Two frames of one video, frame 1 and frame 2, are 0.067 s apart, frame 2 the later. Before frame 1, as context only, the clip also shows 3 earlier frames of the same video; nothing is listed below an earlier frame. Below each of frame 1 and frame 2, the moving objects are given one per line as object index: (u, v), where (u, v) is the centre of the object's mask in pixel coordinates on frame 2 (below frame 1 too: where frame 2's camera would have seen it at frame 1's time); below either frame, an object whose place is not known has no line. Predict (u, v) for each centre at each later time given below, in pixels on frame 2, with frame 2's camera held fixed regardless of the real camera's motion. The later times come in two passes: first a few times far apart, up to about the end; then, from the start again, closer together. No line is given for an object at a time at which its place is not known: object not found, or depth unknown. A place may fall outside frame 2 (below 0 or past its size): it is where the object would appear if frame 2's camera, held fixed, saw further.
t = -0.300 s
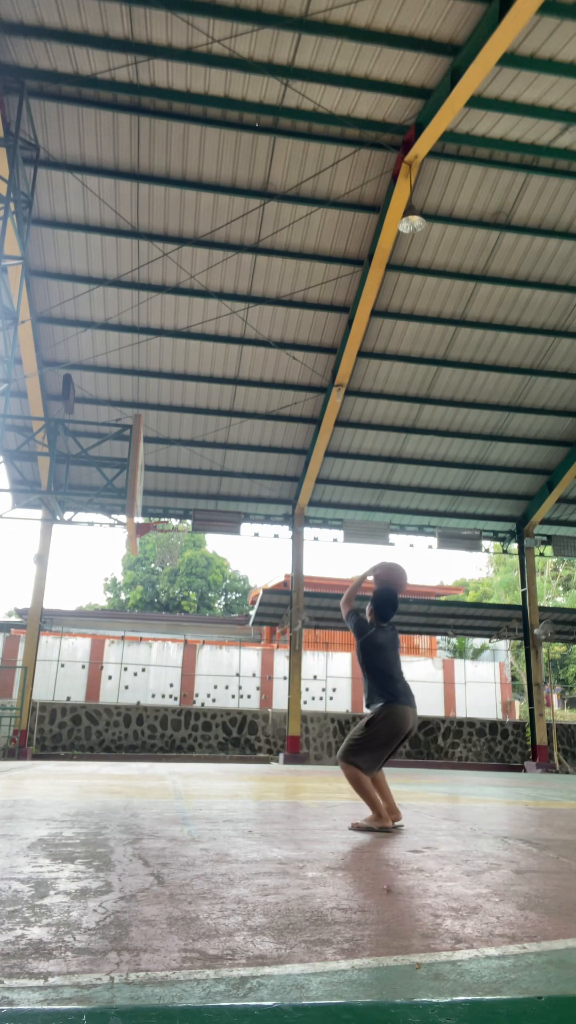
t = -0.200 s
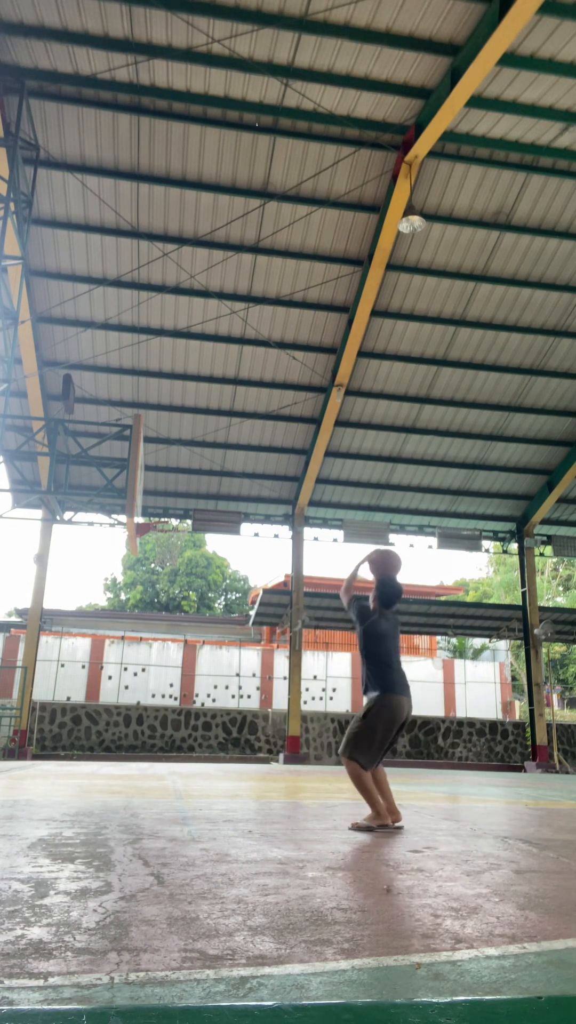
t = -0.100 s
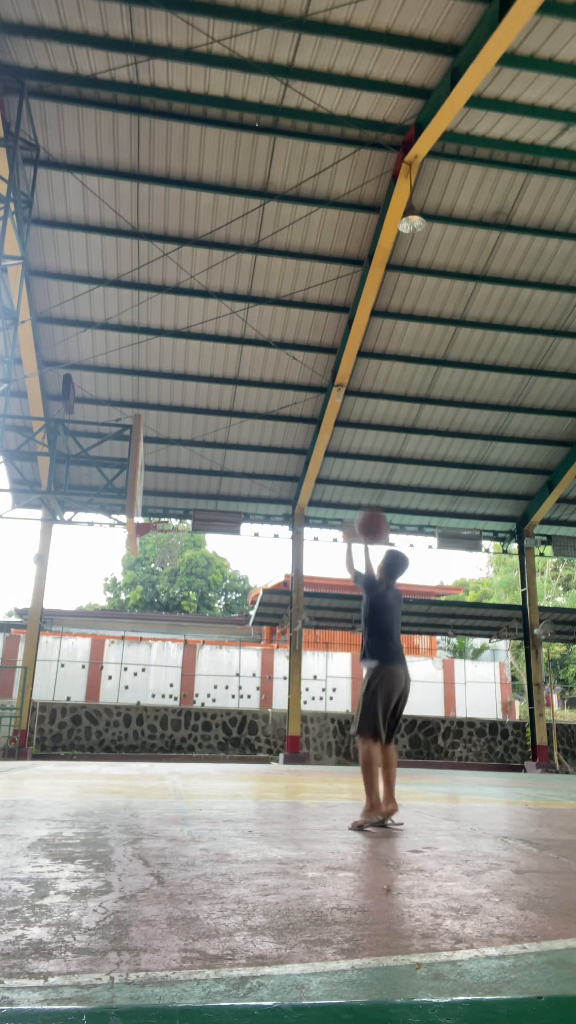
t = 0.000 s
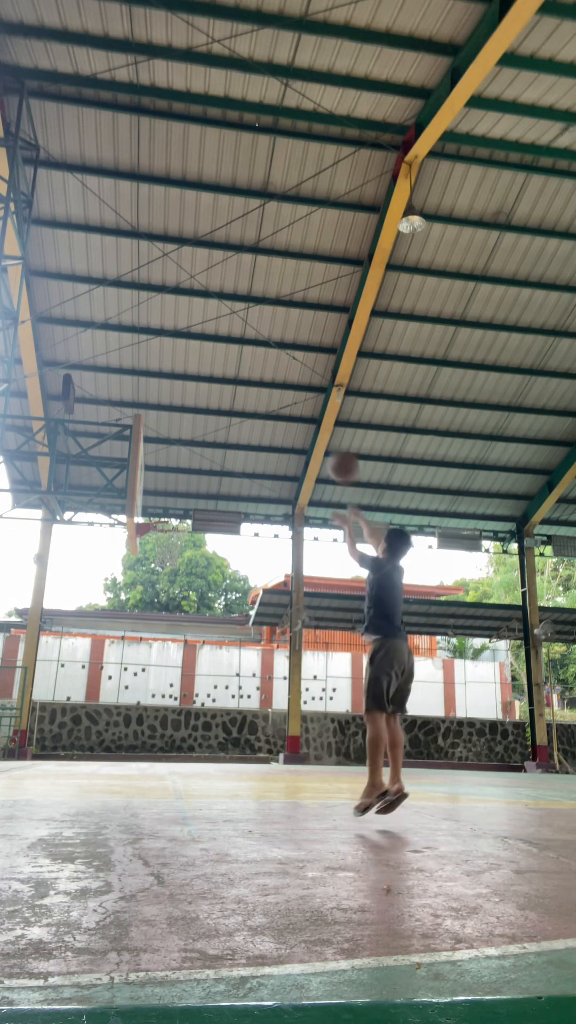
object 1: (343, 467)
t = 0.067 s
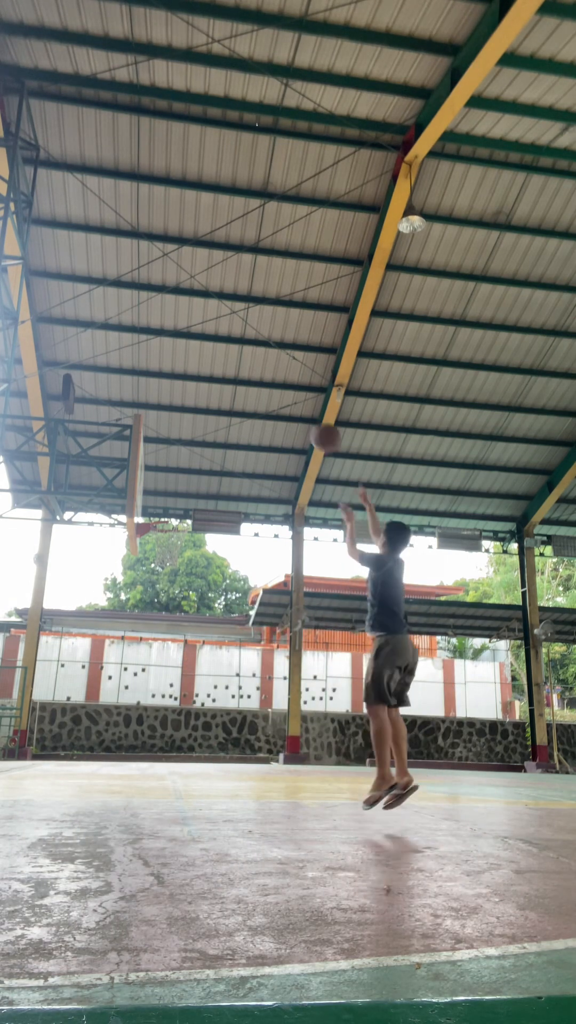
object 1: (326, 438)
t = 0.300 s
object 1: (273, 390)
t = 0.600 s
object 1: (221, 410)
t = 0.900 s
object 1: (177, 491)
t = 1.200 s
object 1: (152, 542)
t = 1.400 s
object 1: (152, 553)
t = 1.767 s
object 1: (159, 643)
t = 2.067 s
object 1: (162, 742)
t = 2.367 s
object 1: (187, 633)
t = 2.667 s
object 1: (204, 605)
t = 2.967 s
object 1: (217, 649)
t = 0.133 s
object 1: (309, 416)
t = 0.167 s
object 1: (302, 409)
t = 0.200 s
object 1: (294, 403)
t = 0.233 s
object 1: (287, 396)
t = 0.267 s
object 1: (280, 393)
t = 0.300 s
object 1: (273, 390)
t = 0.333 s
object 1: (267, 389)
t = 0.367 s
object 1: (261, 389)
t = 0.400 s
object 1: (255, 389)
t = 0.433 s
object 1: (249, 390)
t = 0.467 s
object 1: (243, 392)
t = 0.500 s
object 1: (238, 396)
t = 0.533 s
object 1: (232, 400)
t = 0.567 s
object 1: (226, 404)
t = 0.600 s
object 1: (221, 410)
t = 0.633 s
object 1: (216, 416)
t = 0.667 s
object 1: (211, 423)
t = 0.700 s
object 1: (206, 430)
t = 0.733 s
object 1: (200, 439)
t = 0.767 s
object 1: (196, 448)
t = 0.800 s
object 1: (191, 458)
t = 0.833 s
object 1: (186, 469)
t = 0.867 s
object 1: (182, 479)
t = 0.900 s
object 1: (177, 491)
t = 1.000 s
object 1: (166, 526)
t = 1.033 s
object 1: (173, 527)
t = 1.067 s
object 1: (174, 529)
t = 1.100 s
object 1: (166, 533)
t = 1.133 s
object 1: (160, 538)
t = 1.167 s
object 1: (155, 541)
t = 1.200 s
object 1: (152, 542)
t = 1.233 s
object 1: (150, 543)
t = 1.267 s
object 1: (150, 544)
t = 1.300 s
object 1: (150, 546)
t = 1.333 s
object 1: (150, 548)
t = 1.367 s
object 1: (151, 549)
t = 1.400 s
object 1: (152, 553)
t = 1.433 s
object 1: (153, 556)
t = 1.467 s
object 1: (154, 561)
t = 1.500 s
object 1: (155, 566)
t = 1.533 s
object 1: (156, 572)
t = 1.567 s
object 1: (157, 580)
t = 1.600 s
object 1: (157, 589)
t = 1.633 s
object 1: (158, 598)
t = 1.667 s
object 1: (158, 607)
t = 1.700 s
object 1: (158, 617)
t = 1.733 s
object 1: (159, 631)
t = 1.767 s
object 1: (159, 643)
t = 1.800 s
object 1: (159, 657)
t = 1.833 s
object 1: (159, 672)
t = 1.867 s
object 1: (159, 689)
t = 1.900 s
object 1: (159, 707)
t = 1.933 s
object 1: (158, 726)
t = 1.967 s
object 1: (158, 743)
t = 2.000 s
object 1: (157, 761)
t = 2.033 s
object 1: (159, 757)
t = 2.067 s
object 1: (162, 742)
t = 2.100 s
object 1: (165, 726)
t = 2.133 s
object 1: (169, 712)
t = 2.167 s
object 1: (171, 696)
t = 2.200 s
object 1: (174, 683)
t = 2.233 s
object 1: (177, 671)
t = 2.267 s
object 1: (180, 660)
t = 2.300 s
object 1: (182, 650)
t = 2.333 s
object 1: (185, 641)
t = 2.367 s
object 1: (187, 633)
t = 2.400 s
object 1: (189, 626)
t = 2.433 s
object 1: (190, 621)
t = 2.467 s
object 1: (193, 616)
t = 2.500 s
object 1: (195, 612)
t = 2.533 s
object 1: (197, 608)
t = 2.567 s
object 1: (199, 606)
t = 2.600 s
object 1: (201, 605)
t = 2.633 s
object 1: (203, 605)
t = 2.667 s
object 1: (204, 605)
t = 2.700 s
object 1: (205, 606)
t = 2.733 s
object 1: (207, 607)
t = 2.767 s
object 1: (209, 610)
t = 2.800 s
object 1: (211, 615)
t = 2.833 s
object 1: (212, 620)
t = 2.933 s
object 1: (216, 640)
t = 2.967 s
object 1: (217, 649)
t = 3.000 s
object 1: (218, 659)
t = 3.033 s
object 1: (219, 670)
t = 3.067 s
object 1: (220, 682)
